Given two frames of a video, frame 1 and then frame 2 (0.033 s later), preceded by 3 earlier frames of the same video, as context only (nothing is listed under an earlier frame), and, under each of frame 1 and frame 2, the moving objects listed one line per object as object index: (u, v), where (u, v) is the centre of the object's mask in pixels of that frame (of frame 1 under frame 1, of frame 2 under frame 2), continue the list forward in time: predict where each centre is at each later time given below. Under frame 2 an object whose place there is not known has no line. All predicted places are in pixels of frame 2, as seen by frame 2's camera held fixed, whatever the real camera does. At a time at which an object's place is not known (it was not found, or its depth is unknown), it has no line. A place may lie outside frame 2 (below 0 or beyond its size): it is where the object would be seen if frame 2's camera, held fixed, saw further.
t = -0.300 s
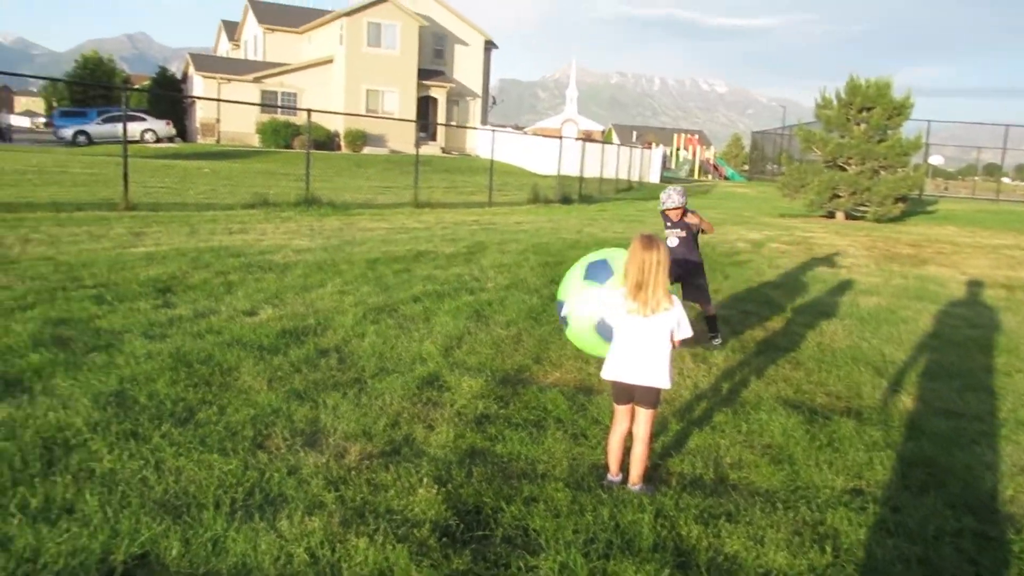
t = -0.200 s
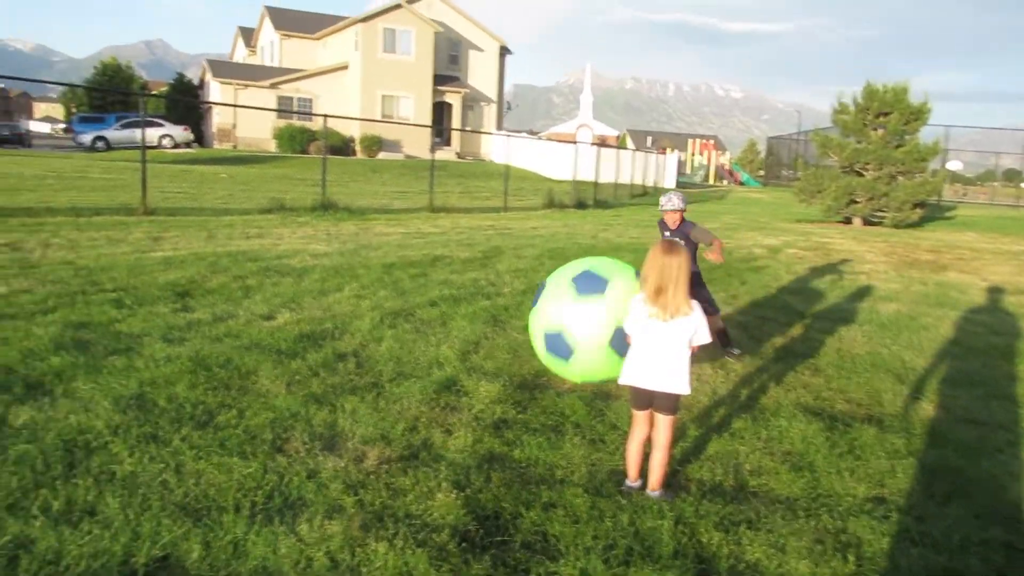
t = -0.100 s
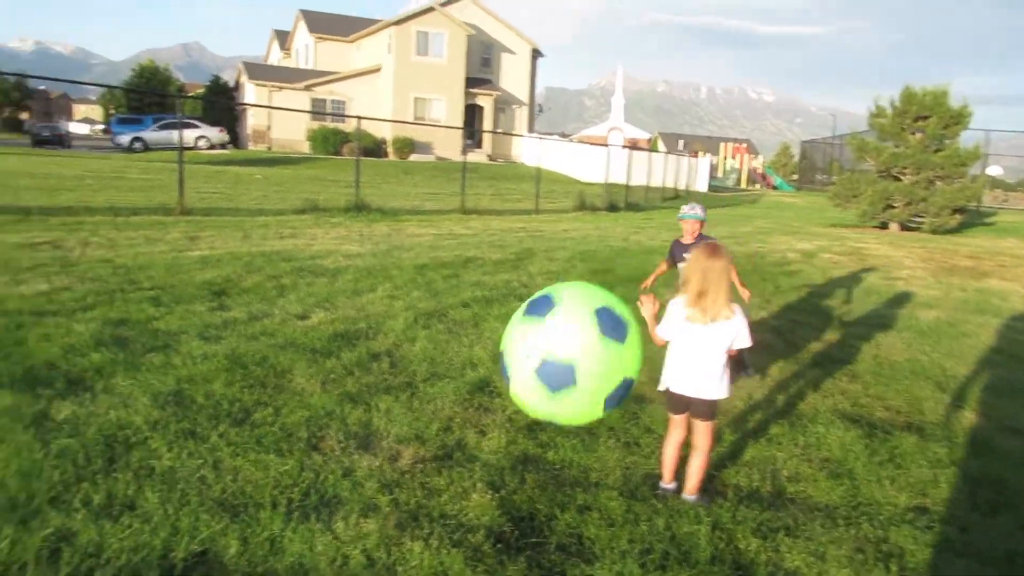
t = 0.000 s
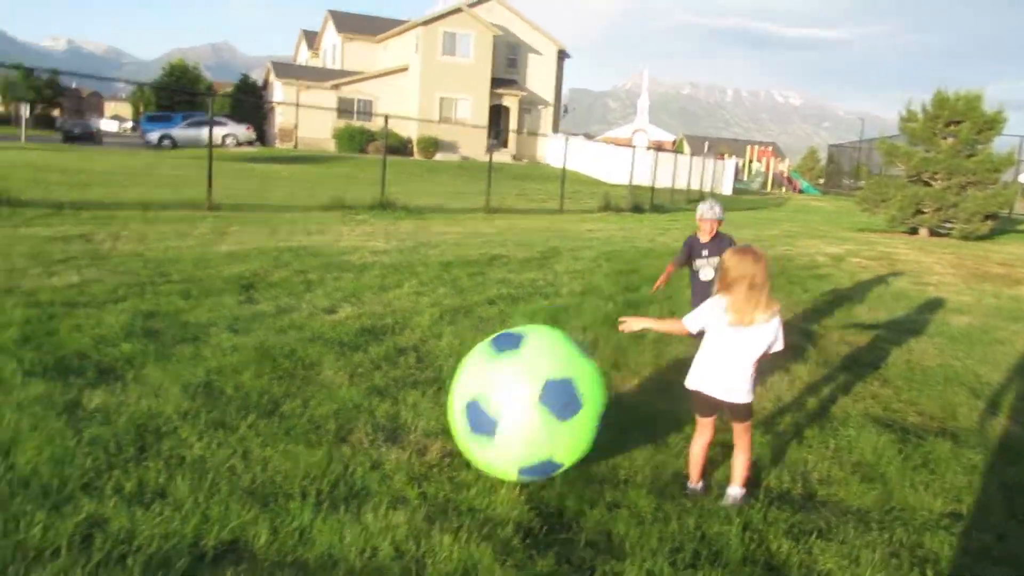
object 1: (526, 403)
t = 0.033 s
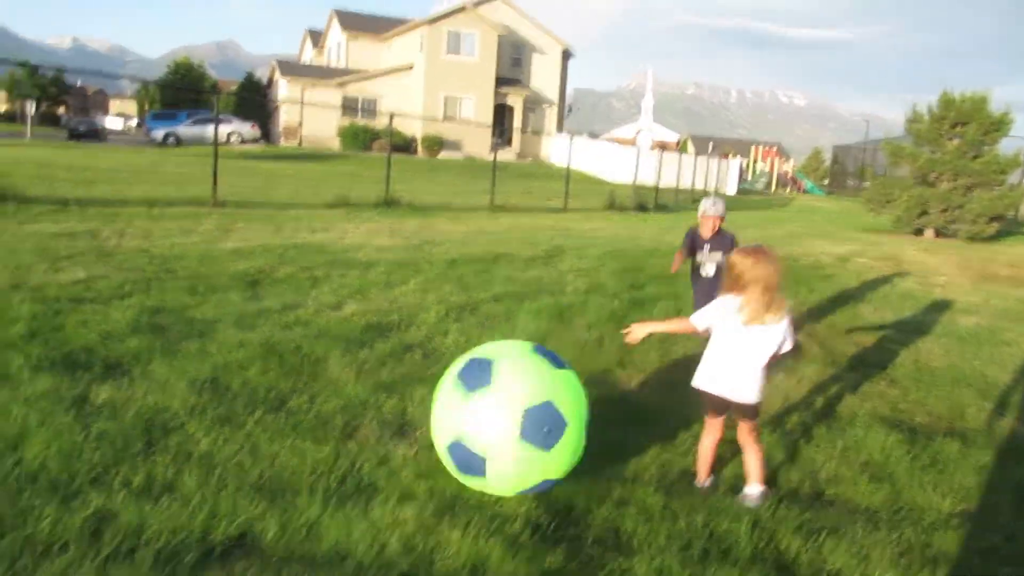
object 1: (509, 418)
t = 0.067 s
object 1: (486, 424)
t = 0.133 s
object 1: (445, 419)
